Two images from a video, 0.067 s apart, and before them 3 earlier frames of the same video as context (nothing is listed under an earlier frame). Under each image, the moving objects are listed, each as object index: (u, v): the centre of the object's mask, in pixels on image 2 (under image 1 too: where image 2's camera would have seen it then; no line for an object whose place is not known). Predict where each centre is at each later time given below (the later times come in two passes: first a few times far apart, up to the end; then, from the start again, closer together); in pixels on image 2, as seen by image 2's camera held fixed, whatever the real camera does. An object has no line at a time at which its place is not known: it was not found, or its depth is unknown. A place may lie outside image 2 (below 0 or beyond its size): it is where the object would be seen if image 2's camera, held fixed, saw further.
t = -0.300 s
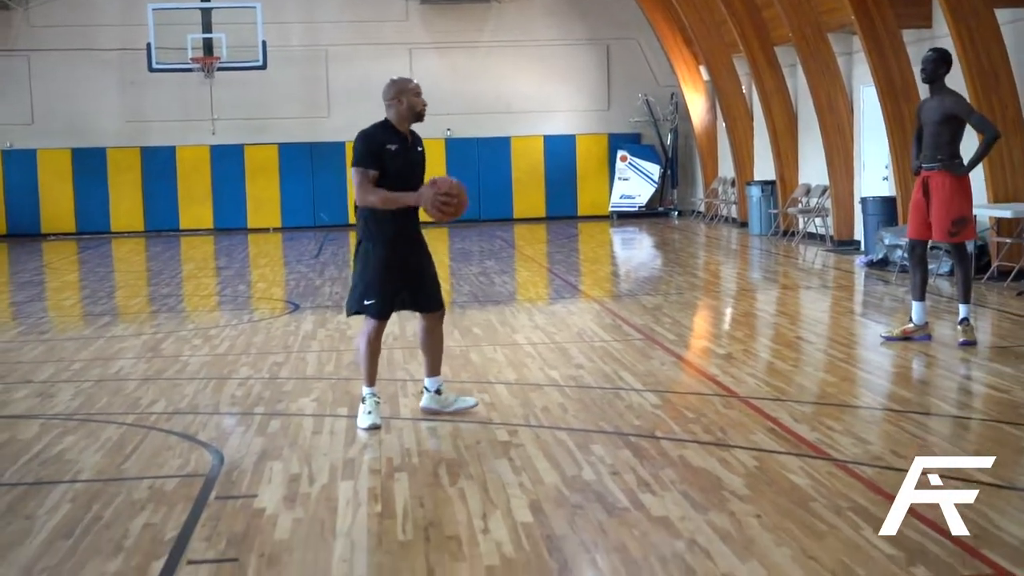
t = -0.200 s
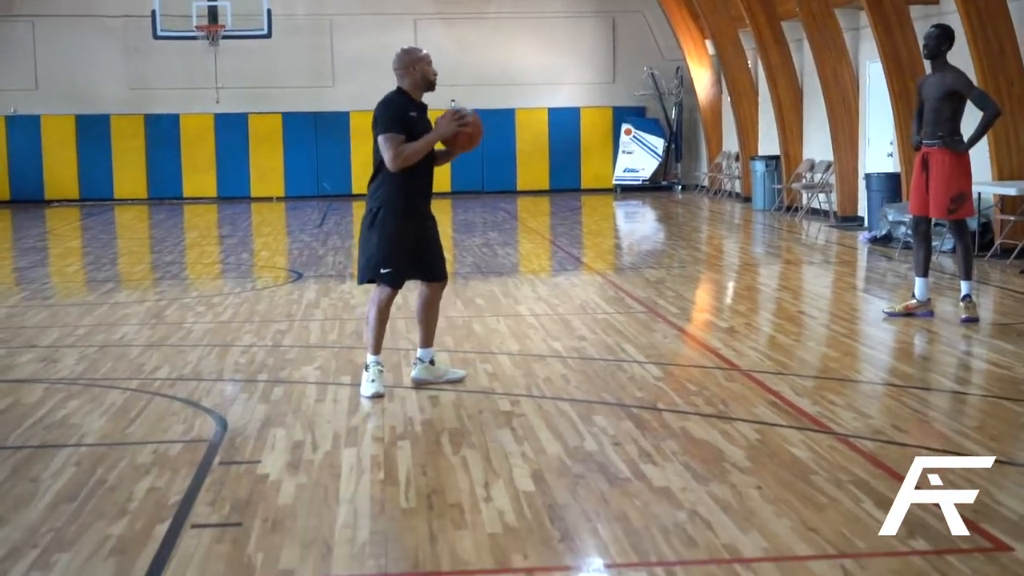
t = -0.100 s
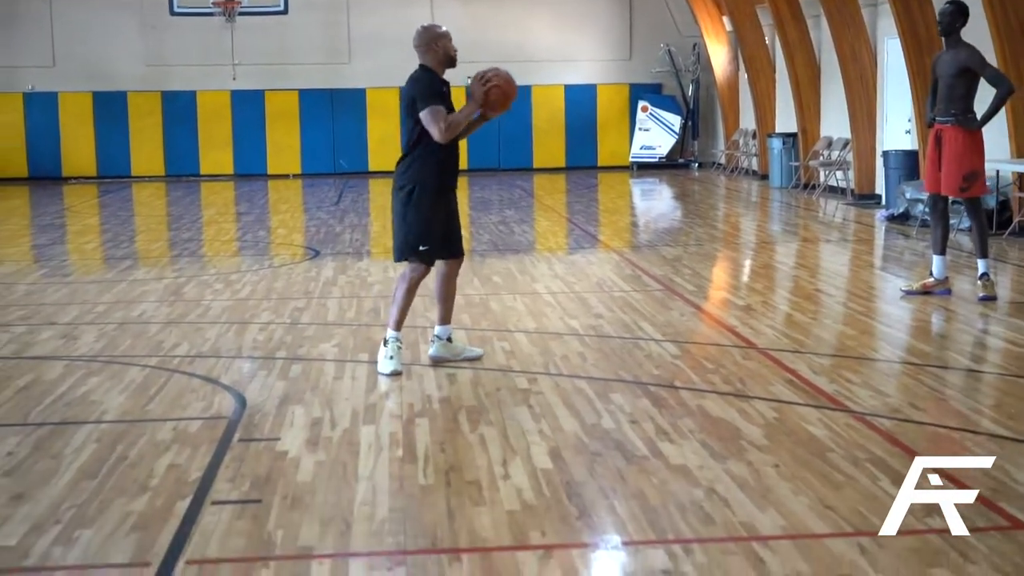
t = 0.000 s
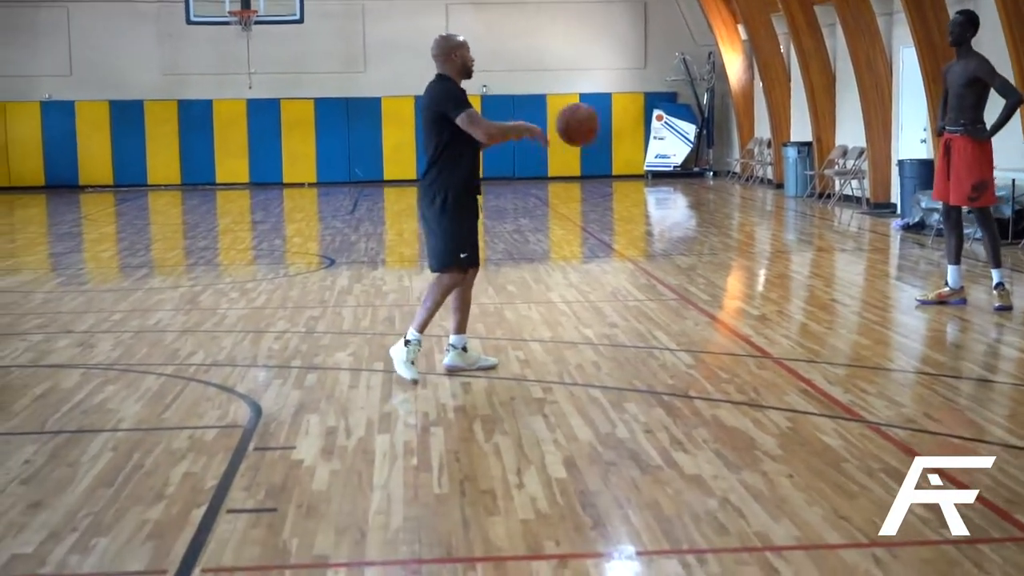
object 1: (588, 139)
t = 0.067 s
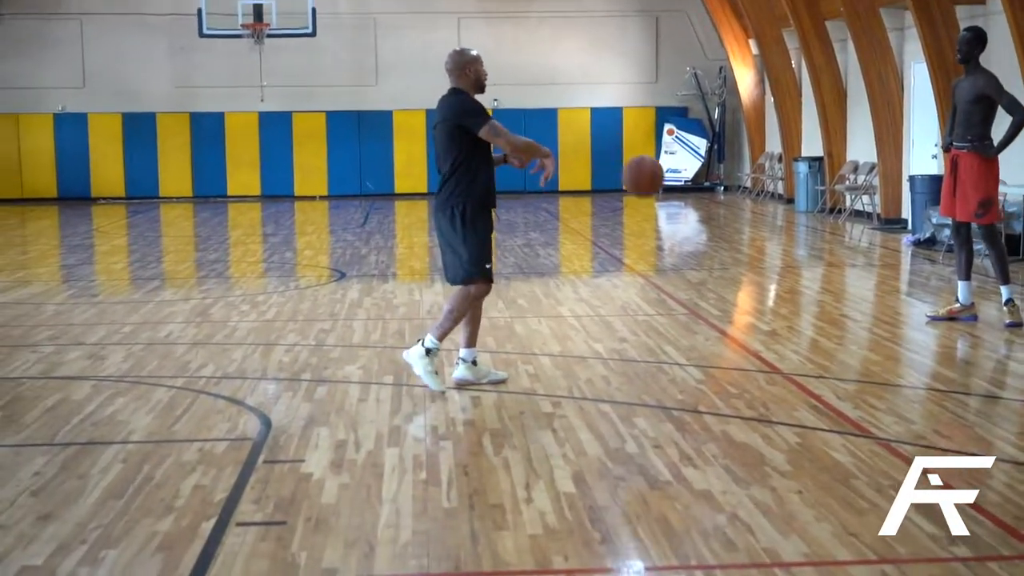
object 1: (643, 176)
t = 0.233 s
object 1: (766, 290)
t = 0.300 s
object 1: (805, 321)
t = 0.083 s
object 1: (656, 186)
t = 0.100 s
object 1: (669, 197)
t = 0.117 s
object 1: (682, 207)
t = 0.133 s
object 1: (694, 219)
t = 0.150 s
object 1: (707, 231)
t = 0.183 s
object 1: (732, 255)
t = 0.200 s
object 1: (743, 264)
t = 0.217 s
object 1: (755, 277)
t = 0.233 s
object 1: (766, 290)
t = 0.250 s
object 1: (777, 303)
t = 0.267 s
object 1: (788, 316)
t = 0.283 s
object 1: (800, 329)
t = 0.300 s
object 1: (805, 321)
